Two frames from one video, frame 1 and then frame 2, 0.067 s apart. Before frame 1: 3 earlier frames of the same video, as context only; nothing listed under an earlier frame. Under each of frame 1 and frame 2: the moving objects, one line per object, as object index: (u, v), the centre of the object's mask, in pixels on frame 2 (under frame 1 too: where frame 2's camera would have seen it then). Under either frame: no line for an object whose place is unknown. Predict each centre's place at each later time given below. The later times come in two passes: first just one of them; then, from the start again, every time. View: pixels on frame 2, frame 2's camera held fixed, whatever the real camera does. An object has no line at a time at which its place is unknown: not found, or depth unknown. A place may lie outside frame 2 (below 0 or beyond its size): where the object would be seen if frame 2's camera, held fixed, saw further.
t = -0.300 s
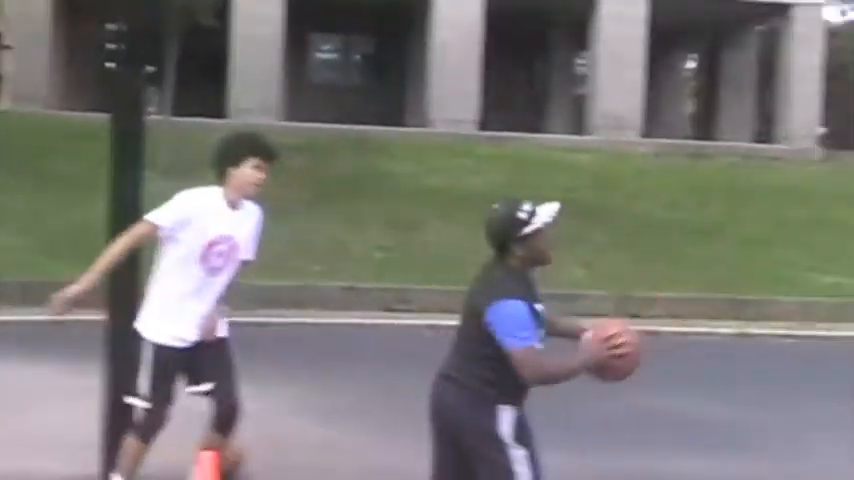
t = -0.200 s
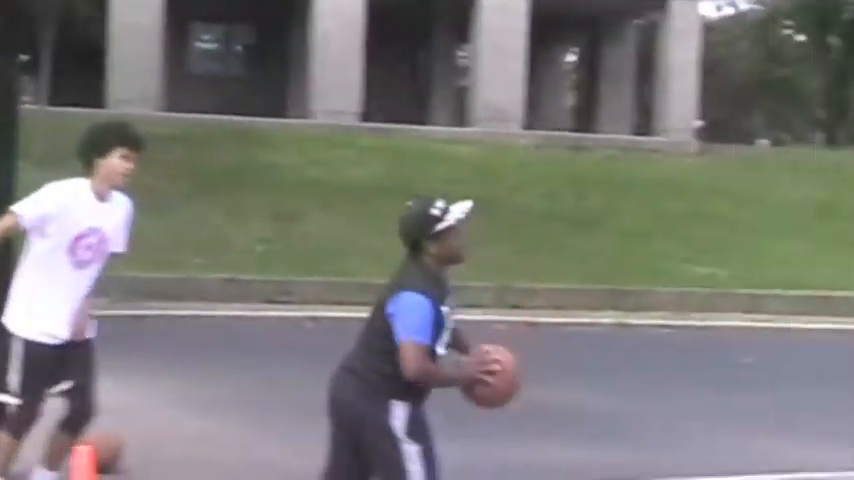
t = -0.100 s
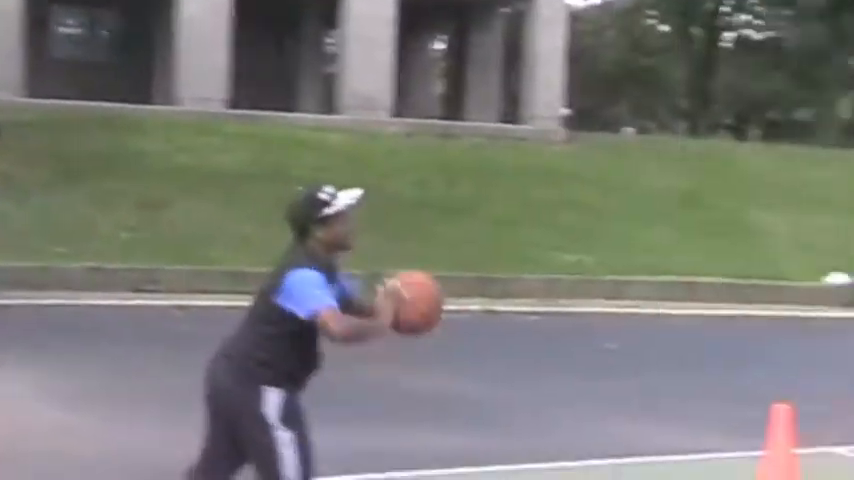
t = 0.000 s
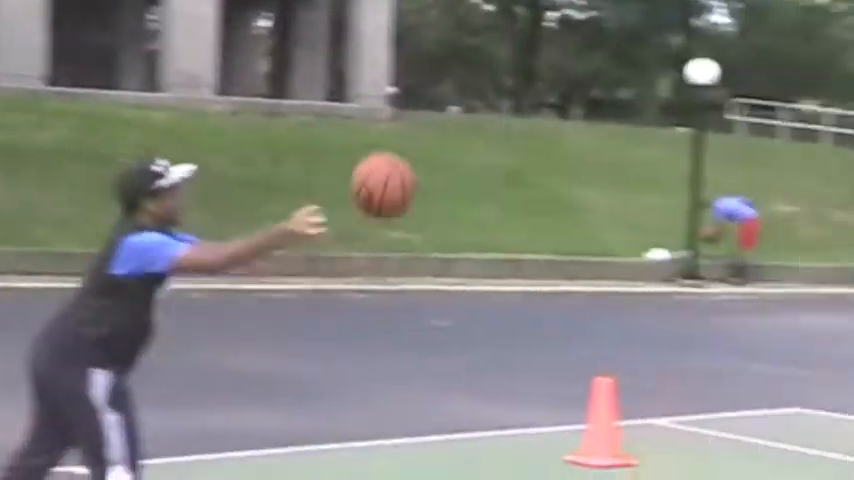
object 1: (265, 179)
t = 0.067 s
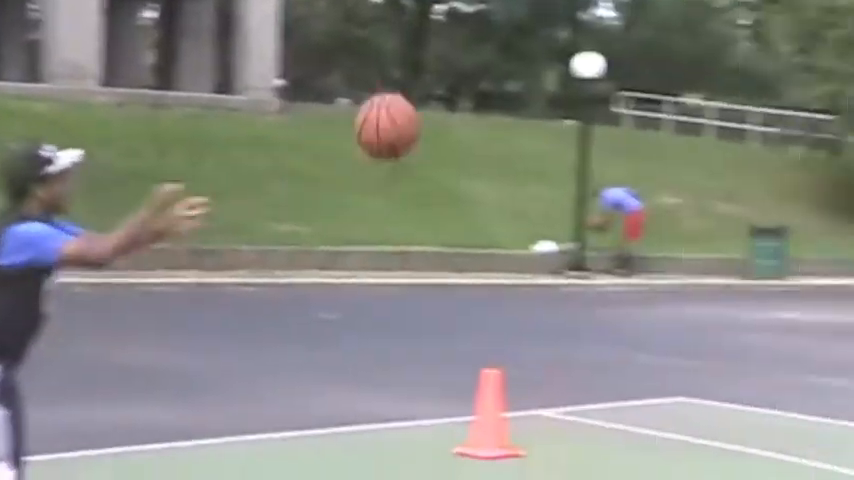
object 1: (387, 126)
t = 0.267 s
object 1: (728, 45)
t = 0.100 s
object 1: (446, 105)
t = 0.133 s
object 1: (502, 87)
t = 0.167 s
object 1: (559, 73)
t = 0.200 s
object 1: (616, 61)
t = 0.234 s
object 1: (673, 52)
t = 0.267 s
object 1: (728, 45)
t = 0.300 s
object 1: (787, 45)
